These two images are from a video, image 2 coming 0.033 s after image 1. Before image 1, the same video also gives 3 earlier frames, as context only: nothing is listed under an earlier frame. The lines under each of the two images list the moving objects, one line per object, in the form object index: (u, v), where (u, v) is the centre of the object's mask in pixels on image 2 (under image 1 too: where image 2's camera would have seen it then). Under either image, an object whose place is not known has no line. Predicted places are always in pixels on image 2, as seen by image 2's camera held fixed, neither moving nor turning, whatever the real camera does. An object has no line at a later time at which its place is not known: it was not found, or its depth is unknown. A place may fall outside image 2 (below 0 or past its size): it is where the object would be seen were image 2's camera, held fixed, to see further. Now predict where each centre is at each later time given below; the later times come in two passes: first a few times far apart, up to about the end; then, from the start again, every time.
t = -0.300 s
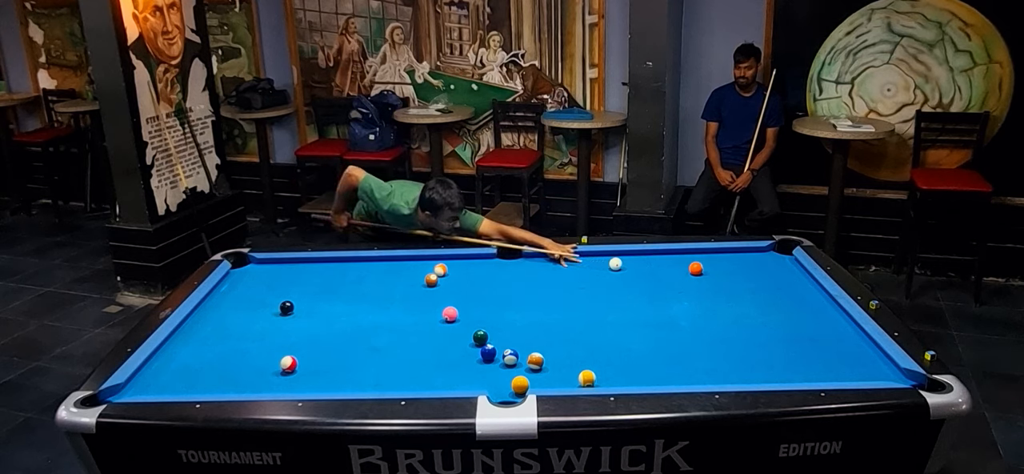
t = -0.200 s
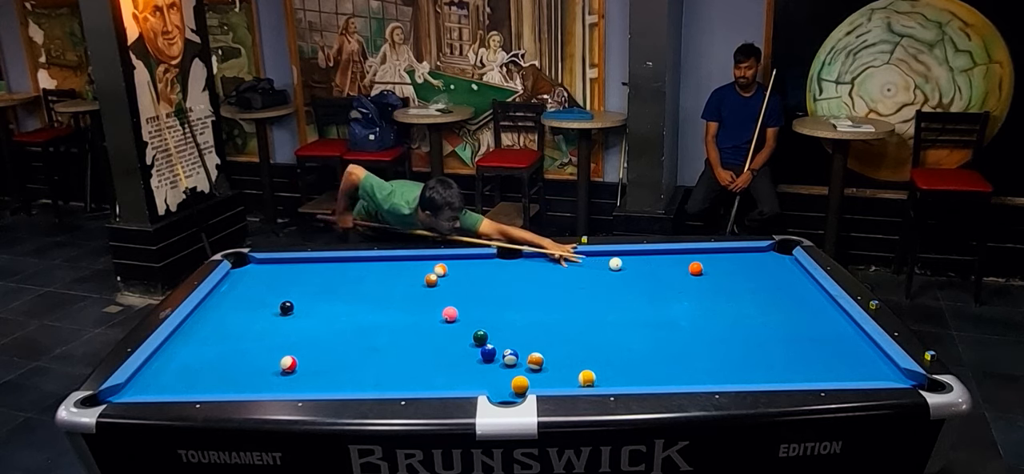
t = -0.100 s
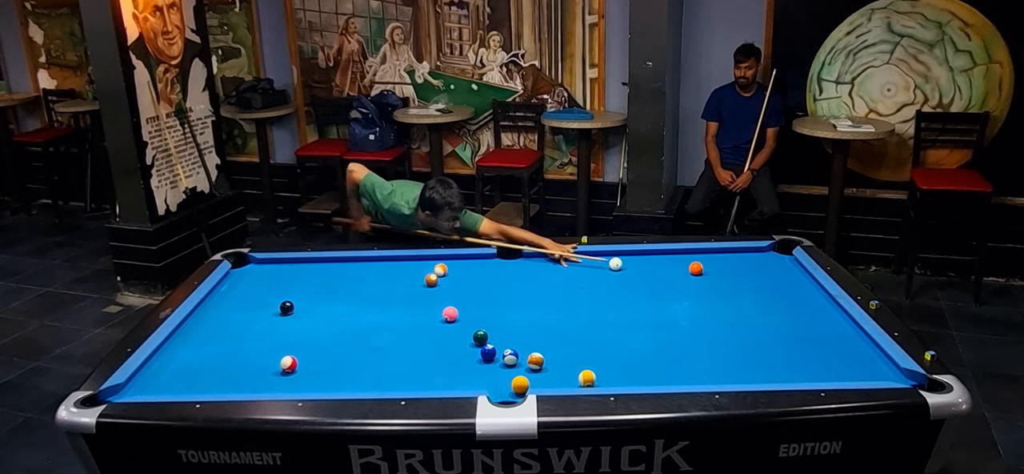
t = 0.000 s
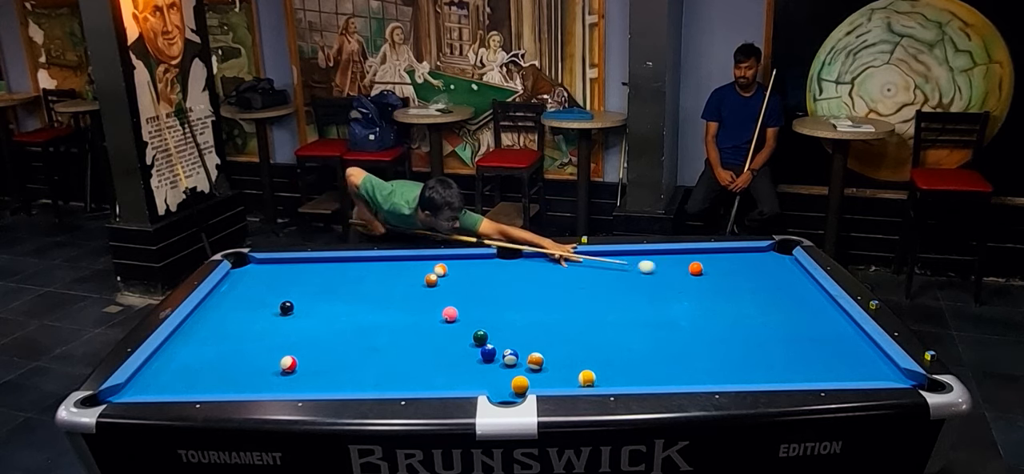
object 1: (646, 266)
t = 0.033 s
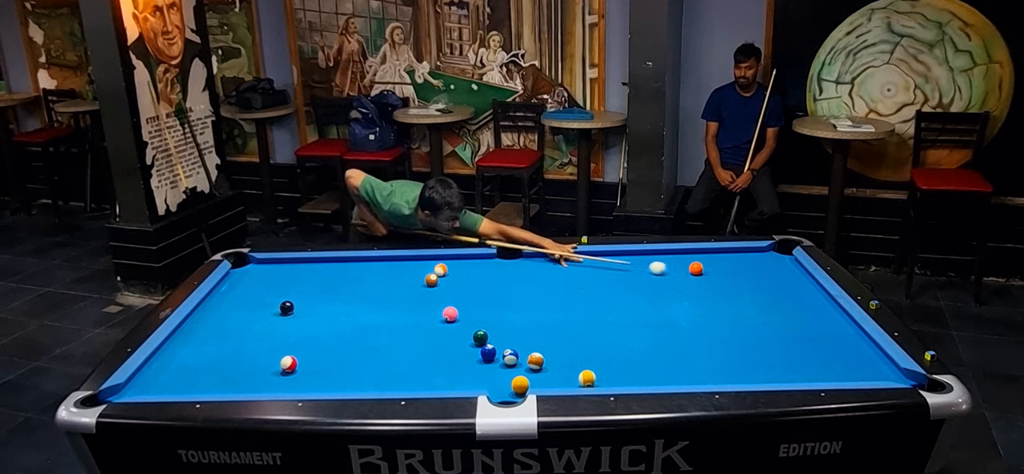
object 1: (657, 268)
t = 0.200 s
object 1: (701, 277)
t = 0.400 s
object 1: (745, 290)
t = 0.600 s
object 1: (793, 306)
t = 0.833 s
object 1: (850, 325)
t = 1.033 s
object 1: (841, 339)
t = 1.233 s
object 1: (832, 353)
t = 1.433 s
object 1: (824, 368)
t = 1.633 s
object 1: (810, 376)
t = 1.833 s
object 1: (782, 370)
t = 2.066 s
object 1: (751, 361)
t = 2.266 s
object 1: (727, 354)
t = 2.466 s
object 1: (706, 347)
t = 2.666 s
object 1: (686, 341)
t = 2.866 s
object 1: (668, 335)
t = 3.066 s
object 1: (650, 330)
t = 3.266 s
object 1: (635, 325)
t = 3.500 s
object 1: (619, 320)
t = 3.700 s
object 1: (606, 316)
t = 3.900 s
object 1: (594, 312)
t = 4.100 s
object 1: (584, 309)
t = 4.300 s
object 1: (574, 306)
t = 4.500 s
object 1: (566, 303)
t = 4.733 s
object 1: (557, 300)
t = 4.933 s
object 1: (550, 299)
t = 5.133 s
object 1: (544, 296)
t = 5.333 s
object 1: (539, 295)
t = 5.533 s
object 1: (534, 293)
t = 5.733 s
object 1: (531, 292)
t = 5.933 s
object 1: (527, 292)
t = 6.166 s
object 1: (525, 291)
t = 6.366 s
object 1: (523, 290)
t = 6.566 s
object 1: (522, 290)
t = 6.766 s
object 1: (522, 290)
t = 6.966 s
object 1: (522, 290)
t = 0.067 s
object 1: (668, 269)
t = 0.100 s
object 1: (680, 270)
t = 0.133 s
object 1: (688, 272)
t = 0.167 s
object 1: (694, 274)
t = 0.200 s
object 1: (701, 277)
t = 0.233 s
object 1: (708, 279)
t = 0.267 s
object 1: (715, 281)
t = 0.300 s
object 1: (723, 283)
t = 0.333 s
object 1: (730, 286)
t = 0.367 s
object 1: (738, 288)
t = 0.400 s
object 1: (745, 290)
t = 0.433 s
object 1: (753, 293)
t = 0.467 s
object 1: (761, 295)
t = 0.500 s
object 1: (769, 298)
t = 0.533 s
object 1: (777, 301)
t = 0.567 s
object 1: (785, 303)
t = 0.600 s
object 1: (793, 306)
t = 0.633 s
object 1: (802, 308)
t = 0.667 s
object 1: (810, 311)
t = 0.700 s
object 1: (819, 314)
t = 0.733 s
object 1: (828, 316)
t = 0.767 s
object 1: (836, 319)
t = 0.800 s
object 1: (845, 322)
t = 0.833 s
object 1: (850, 325)
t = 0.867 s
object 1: (848, 327)
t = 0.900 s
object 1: (846, 329)
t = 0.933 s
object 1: (845, 332)
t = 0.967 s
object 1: (844, 334)
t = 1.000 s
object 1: (842, 336)
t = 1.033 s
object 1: (841, 339)
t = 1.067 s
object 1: (839, 341)
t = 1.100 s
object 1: (838, 343)
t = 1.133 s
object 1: (837, 346)
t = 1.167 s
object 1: (835, 348)
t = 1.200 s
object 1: (834, 350)
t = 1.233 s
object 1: (832, 353)
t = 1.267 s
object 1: (831, 355)
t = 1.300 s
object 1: (830, 358)
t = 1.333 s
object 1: (828, 360)
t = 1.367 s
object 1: (827, 363)
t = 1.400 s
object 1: (825, 365)
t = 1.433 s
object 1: (824, 368)
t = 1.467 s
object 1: (822, 371)
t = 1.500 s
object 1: (821, 373)
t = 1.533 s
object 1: (819, 374)
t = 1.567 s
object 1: (818, 376)
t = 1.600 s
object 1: (815, 377)
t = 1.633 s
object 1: (810, 376)
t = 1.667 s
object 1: (805, 375)
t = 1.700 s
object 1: (800, 374)
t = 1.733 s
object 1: (795, 373)
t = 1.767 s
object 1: (791, 373)
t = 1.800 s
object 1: (787, 371)
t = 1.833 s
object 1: (782, 370)
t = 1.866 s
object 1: (777, 369)
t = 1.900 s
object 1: (773, 367)
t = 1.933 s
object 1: (768, 366)
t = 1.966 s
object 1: (764, 365)
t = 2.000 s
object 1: (760, 363)
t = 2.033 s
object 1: (755, 362)
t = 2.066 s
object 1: (751, 361)
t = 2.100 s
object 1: (747, 360)
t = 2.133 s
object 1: (743, 358)
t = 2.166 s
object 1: (739, 357)
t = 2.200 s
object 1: (735, 356)
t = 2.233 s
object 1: (731, 354)
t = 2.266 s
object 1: (727, 354)
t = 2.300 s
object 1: (724, 352)
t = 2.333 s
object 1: (720, 351)
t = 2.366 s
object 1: (717, 350)
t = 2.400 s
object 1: (713, 349)
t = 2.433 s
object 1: (709, 348)
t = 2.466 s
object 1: (706, 347)
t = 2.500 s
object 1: (702, 346)
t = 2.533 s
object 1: (699, 345)
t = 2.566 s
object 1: (695, 344)
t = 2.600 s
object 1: (692, 343)
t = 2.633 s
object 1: (689, 342)
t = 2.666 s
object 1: (686, 341)
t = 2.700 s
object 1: (682, 340)
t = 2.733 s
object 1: (679, 339)
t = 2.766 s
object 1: (676, 338)
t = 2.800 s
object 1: (673, 337)
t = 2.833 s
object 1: (670, 336)
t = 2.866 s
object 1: (668, 335)
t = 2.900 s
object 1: (665, 334)
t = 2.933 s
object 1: (662, 333)
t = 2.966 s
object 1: (659, 332)
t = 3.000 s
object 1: (656, 332)
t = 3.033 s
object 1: (653, 331)
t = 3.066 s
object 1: (650, 330)
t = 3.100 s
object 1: (648, 329)
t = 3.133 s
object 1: (645, 328)
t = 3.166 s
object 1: (643, 327)
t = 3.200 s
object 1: (640, 327)
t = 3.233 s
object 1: (637, 326)
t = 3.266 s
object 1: (635, 325)
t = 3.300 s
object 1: (633, 324)
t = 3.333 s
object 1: (630, 324)
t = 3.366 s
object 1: (628, 323)
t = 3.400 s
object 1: (626, 322)
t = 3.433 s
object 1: (623, 321)
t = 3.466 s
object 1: (621, 321)
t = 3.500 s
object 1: (619, 320)
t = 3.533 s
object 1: (616, 319)
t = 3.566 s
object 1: (614, 319)
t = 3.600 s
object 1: (612, 318)
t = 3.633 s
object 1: (610, 317)
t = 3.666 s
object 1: (608, 317)
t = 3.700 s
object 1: (606, 316)
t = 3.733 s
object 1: (604, 315)
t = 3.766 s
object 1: (602, 315)
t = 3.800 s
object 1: (600, 314)
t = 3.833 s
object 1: (598, 314)
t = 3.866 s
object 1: (596, 313)
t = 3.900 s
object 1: (594, 312)
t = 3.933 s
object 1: (592, 312)
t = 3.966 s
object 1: (591, 311)
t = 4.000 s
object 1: (589, 311)
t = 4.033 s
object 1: (587, 310)
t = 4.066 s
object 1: (586, 310)
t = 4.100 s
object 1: (584, 309)
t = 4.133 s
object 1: (582, 309)
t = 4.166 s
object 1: (581, 308)
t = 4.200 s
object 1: (579, 308)
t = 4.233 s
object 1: (577, 307)
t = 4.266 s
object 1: (576, 306)
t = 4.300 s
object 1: (574, 306)
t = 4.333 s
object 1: (573, 306)
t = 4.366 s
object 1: (572, 305)
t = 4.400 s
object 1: (570, 305)
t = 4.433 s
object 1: (569, 304)
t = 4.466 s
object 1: (567, 304)
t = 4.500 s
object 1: (566, 303)
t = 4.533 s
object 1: (564, 303)
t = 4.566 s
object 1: (563, 302)
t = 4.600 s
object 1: (562, 302)
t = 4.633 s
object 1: (561, 302)
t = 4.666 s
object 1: (559, 301)
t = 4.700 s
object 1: (558, 301)
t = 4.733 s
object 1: (557, 300)
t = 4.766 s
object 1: (556, 300)
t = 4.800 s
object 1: (555, 300)
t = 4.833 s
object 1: (554, 299)
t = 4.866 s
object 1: (553, 299)
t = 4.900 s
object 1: (551, 299)
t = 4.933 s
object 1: (550, 299)
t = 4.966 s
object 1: (549, 298)
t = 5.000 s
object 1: (548, 298)
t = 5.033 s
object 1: (547, 297)
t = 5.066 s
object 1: (546, 297)
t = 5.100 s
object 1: (545, 297)
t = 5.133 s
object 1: (544, 296)
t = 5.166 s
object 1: (543, 296)
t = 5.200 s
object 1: (542, 296)
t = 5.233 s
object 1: (542, 296)
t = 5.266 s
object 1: (541, 295)
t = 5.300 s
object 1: (540, 295)
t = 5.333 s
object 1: (539, 295)
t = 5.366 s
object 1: (538, 295)
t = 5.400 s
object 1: (538, 294)
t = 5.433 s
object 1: (537, 294)
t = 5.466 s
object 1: (536, 294)
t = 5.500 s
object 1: (535, 294)
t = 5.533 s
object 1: (534, 293)
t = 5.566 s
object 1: (534, 293)
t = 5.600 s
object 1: (533, 293)
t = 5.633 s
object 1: (533, 293)
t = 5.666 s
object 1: (532, 293)
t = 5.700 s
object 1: (531, 293)
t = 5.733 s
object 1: (531, 292)
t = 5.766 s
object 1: (530, 292)
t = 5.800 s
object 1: (530, 292)
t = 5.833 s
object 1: (529, 292)
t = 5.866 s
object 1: (529, 292)
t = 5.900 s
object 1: (528, 292)
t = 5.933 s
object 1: (527, 292)
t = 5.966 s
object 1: (527, 291)
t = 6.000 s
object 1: (527, 291)
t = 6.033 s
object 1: (526, 291)
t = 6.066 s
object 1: (526, 291)
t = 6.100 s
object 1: (525, 291)
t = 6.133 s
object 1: (525, 291)
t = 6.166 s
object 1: (525, 291)
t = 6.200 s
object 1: (524, 291)
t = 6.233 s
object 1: (524, 291)
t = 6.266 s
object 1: (524, 291)
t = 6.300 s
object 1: (524, 290)
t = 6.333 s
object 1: (523, 290)
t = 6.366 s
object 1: (523, 290)
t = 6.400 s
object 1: (523, 290)
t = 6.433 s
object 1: (523, 290)
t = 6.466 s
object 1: (523, 290)
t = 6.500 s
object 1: (523, 290)
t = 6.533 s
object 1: (522, 290)
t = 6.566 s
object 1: (522, 290)
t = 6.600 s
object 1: (522, 290)
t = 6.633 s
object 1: (522, 290)
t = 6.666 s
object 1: (522, 290)
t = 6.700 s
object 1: (522, 290)
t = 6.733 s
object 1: (522, 290)
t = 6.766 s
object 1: (522, 290)
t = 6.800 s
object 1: (522, 290)
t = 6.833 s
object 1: (522, 290)
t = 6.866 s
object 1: (522, 290)
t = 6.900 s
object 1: (522, 290)
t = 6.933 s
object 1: (522, 290)
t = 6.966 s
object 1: (522, 290)
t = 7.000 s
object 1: (522, 290)
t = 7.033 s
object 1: (522, 290)
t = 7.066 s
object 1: (522, 290)
